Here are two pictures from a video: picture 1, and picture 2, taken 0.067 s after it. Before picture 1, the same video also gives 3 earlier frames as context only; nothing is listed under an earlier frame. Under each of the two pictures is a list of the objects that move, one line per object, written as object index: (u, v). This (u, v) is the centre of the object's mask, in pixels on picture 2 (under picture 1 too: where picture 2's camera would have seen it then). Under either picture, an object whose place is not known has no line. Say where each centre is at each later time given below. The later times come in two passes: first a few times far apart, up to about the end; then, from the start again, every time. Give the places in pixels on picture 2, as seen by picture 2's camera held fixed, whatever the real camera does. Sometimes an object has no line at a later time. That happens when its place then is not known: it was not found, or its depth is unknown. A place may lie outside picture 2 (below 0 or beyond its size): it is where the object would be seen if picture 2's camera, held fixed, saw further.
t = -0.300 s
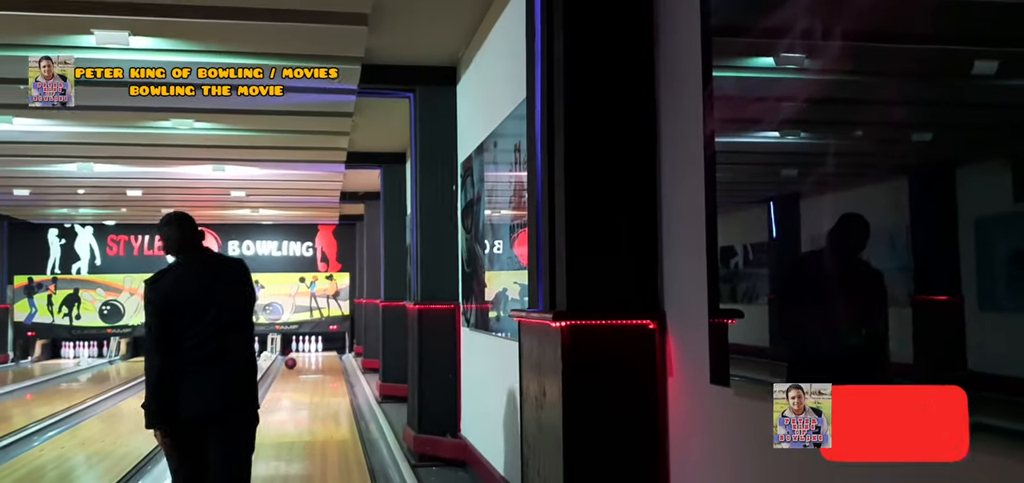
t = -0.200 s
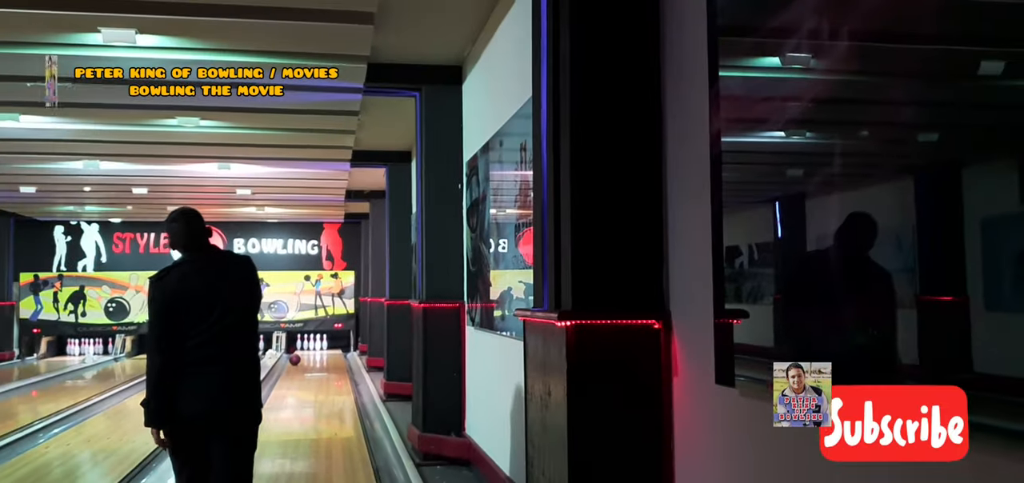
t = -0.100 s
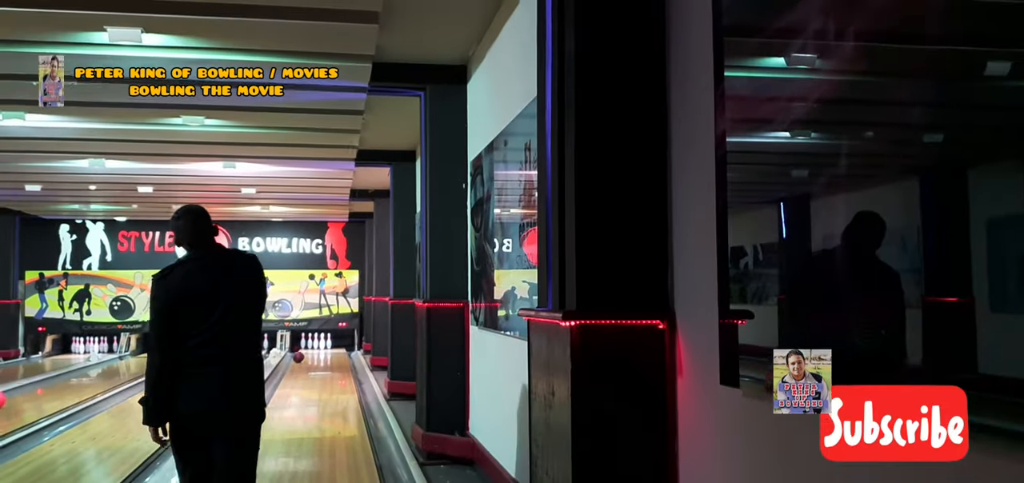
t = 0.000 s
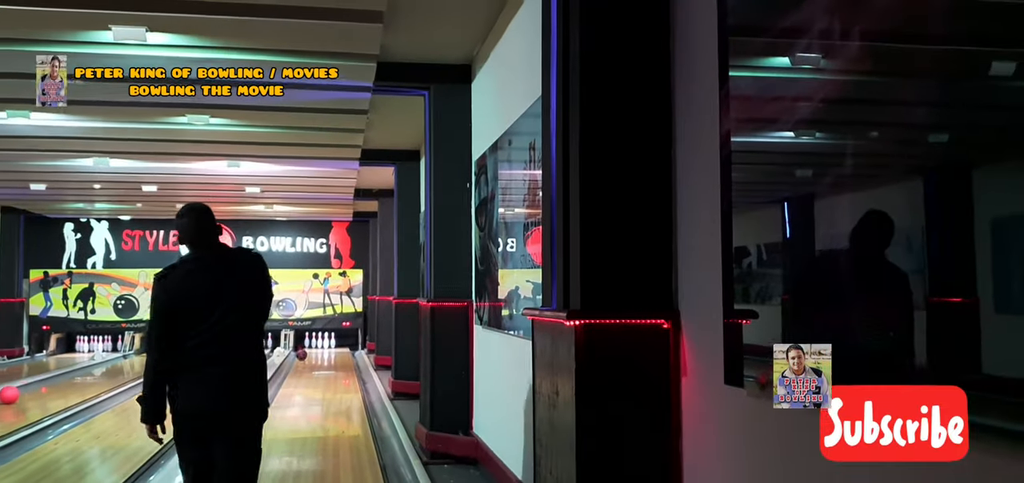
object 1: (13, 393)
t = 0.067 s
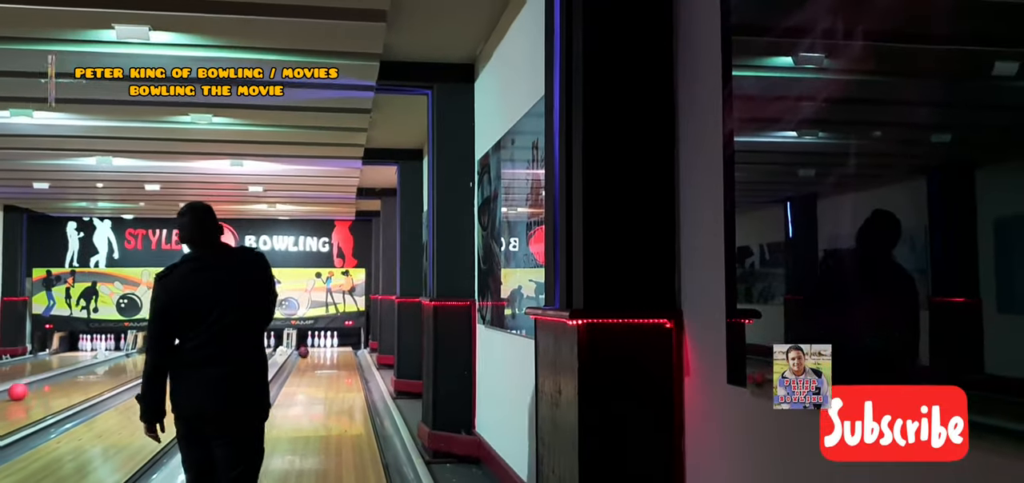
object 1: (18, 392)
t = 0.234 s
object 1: (28, 388)
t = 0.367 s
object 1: (38, 385)
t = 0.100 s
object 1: (21, 390)
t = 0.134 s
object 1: (23, 390)
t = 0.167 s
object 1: (23, 390)
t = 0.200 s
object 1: (26, 389)
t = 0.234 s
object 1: (28, 388)
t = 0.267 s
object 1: (31, 387)
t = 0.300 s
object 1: (33, 386)
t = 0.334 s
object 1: (36, 385)
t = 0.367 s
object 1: (38, 385)
